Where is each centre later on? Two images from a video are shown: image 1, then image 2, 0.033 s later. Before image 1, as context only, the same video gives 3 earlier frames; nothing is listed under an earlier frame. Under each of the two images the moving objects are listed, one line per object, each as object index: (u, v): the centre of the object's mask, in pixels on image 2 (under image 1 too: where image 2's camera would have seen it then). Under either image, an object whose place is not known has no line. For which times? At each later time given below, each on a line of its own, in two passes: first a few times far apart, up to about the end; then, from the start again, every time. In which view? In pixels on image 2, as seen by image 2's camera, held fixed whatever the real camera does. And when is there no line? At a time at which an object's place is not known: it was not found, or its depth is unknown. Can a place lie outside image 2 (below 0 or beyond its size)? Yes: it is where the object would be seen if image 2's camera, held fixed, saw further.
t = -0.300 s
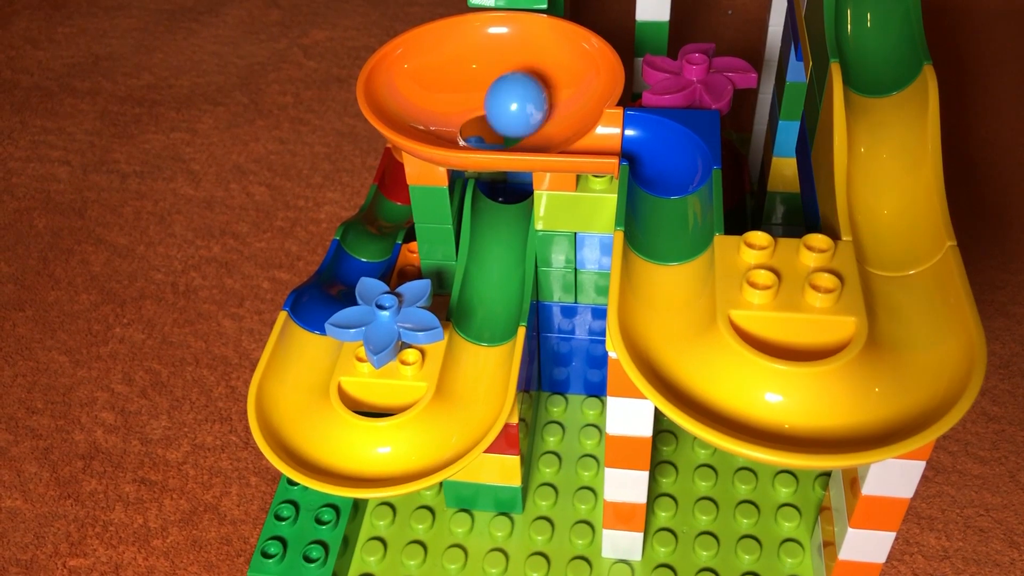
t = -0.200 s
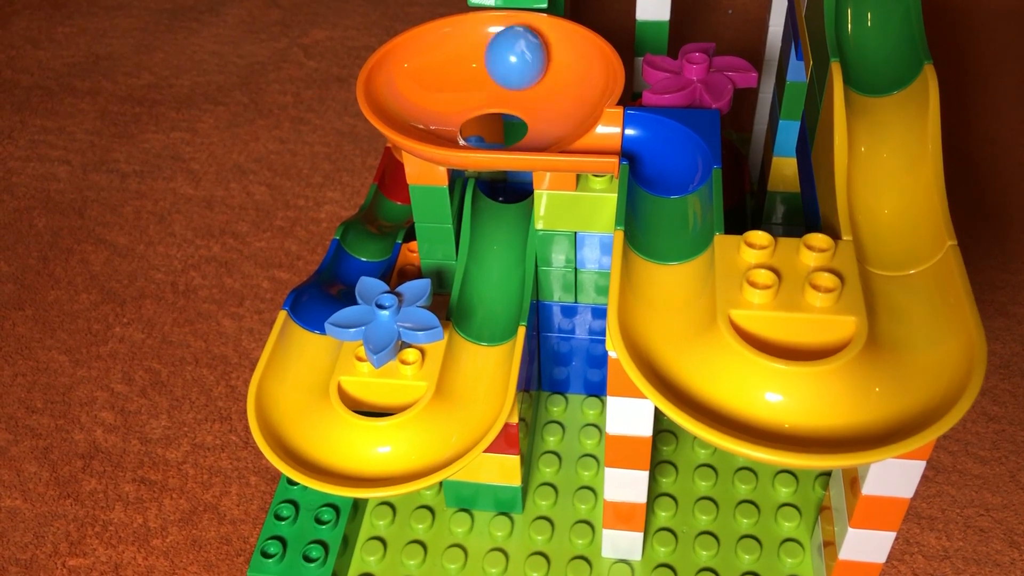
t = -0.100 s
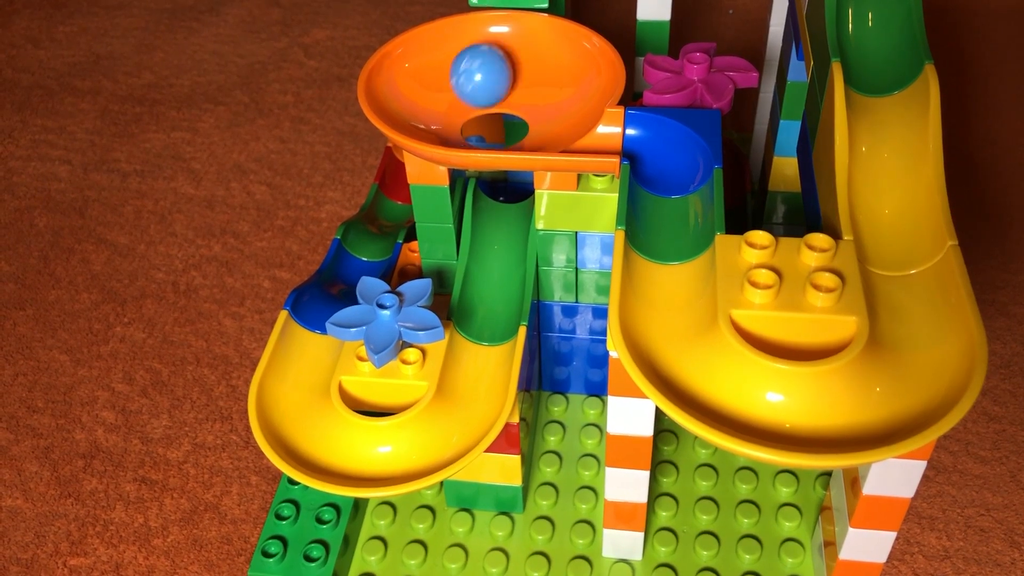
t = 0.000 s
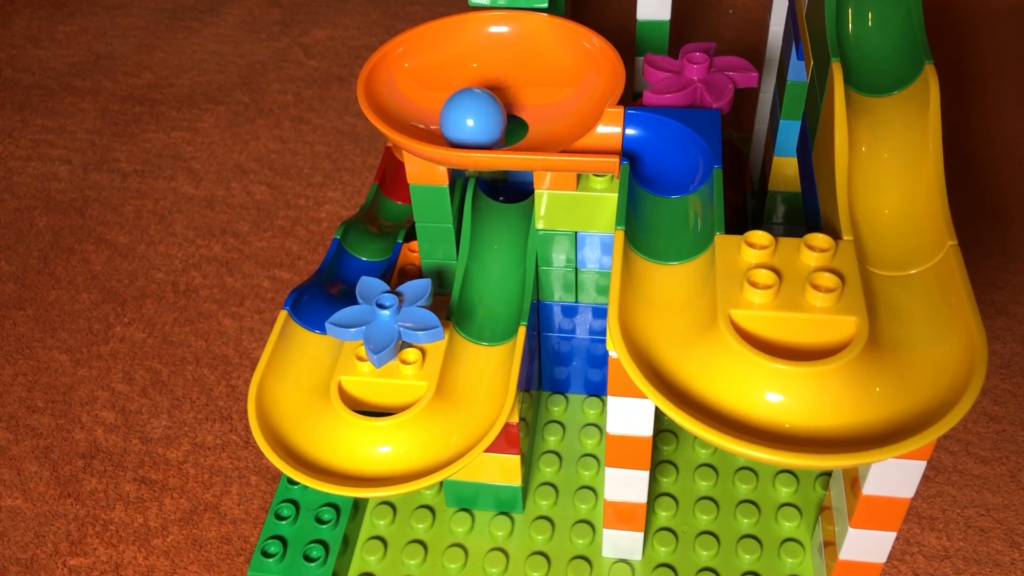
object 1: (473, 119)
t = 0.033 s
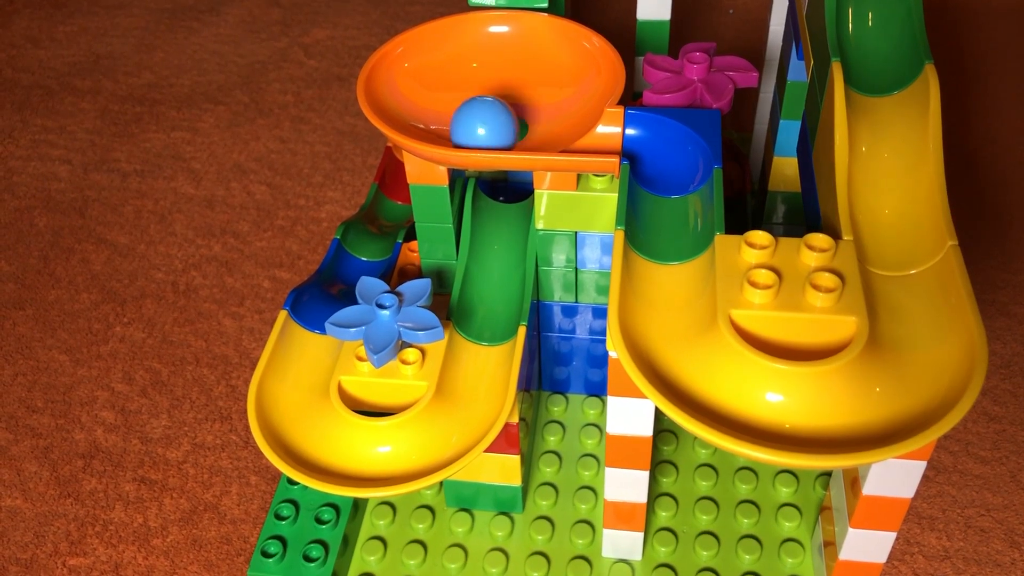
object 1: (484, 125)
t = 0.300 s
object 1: (475, 48)
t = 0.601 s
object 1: (531, 120)
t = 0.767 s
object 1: (462, 36)
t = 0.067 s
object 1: (494, 125)
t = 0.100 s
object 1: (509, 124)
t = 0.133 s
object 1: (515, 121)
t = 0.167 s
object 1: (519, 108)
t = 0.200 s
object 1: (517, 95)
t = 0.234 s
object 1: (504, 73)
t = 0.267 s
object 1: (492, 60)
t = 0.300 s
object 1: (475, 48)
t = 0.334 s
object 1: (465, 51)
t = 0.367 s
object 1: (459, 70)
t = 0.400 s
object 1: (459, 87)
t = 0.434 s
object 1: (467, 109)
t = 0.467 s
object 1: (477, 119)
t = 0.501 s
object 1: (497, 124)
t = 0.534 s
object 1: (511, 124)
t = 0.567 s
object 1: (527, 122)
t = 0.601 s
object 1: (531, 120)
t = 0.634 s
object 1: (527, 107)
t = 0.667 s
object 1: (513, 85)
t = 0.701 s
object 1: (500, 69)
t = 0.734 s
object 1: (477, 44)
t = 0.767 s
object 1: (462, 36)
